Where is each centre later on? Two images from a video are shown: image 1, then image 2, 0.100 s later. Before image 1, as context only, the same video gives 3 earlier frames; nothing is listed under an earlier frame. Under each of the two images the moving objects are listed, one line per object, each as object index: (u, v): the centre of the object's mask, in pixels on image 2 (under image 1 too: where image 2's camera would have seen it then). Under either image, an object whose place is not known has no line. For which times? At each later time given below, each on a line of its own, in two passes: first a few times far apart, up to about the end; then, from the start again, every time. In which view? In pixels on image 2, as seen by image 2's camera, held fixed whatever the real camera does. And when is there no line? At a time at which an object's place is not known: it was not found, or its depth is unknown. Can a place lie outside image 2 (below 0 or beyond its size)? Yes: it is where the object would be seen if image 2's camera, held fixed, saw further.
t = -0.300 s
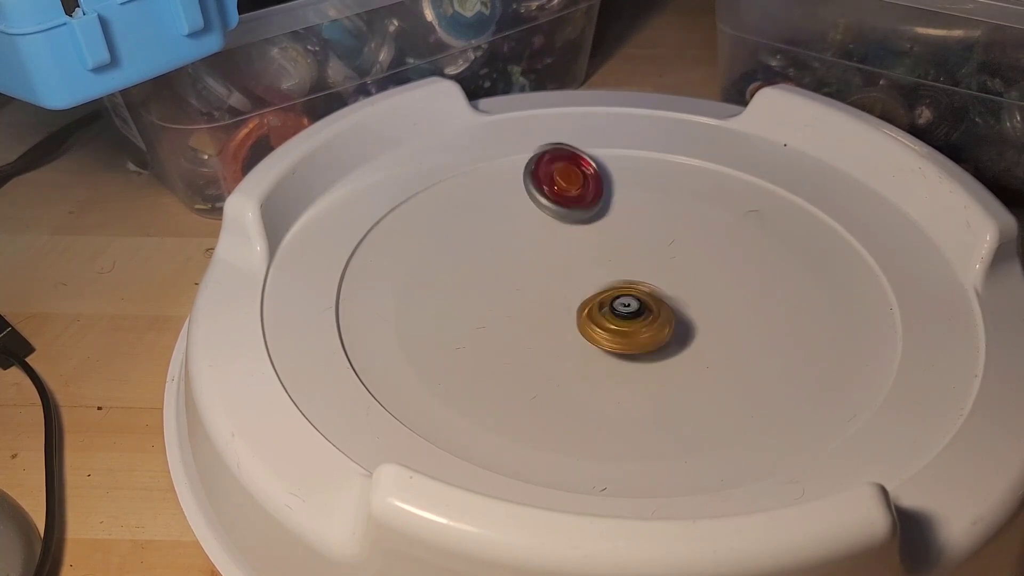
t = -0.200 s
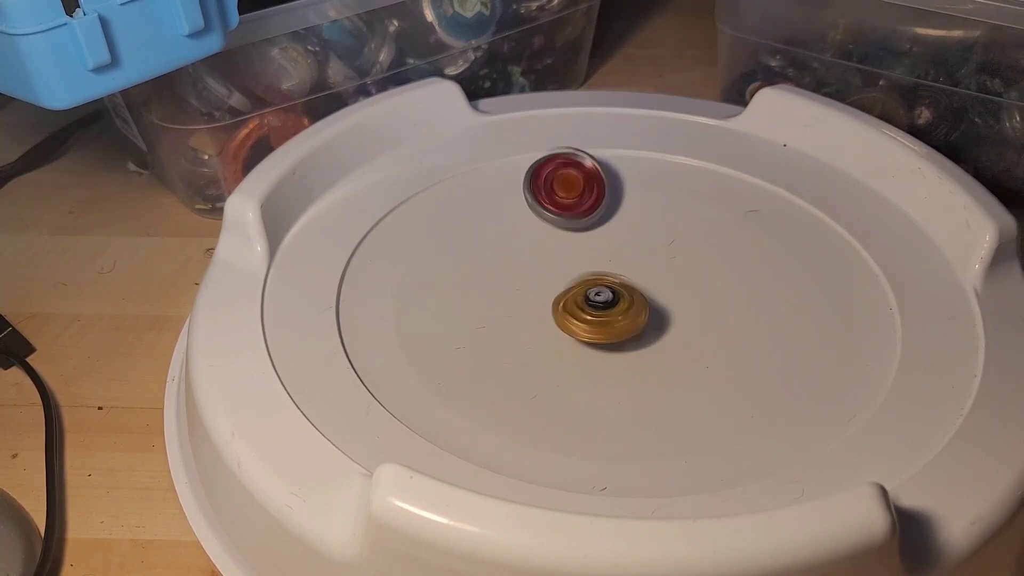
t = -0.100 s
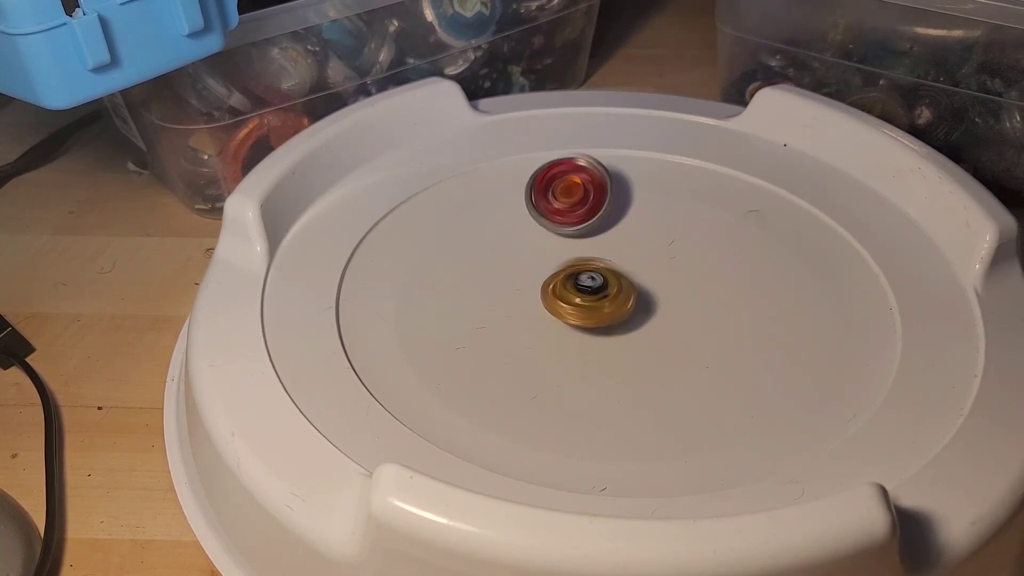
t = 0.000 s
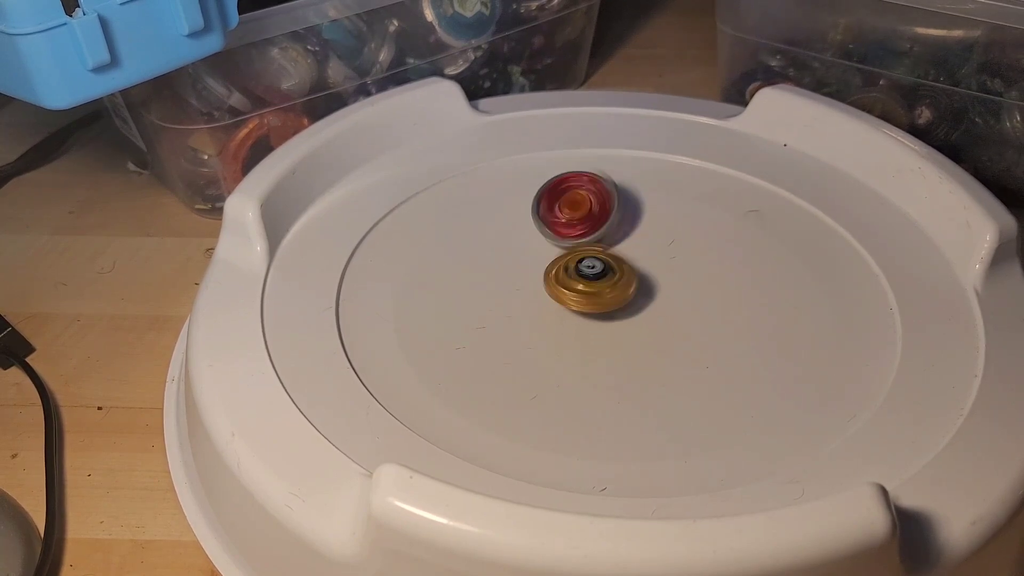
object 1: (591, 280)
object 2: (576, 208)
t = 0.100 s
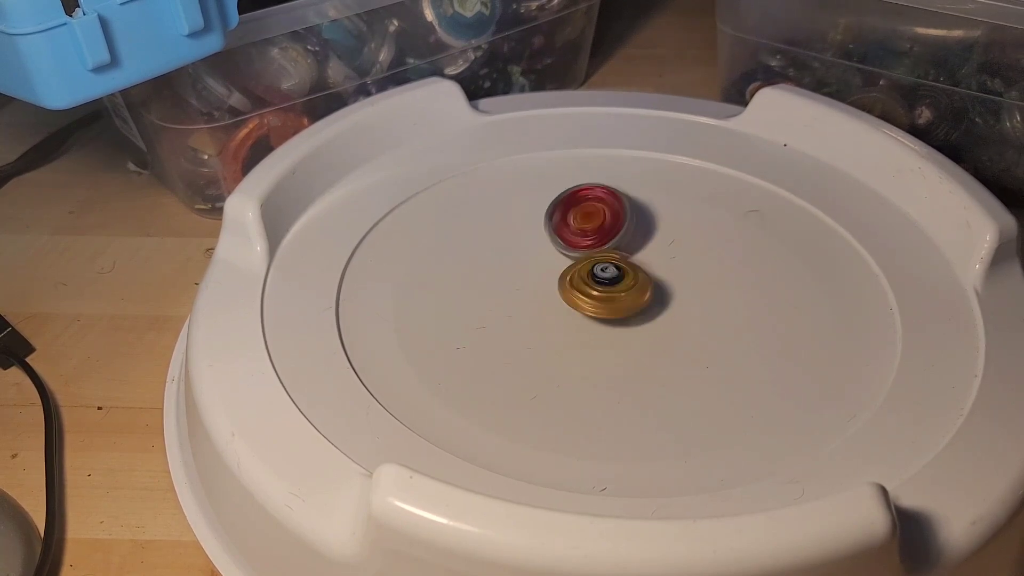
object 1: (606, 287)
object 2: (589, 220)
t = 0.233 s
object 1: (621, 310)
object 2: (599, 240)
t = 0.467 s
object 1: (588, 350)
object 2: (629, 288)
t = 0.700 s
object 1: (553, 325)
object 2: (650, 330)
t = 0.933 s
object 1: (576, 277)
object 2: (619, 342)
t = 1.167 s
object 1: (633, 257)
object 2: (576, 330)
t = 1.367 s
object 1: (662, 283)
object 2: (545, 297)
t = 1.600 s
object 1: (623, 323)
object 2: (553, 269)
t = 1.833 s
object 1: (553, 323)
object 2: (602, 265)
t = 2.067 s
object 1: (557, 289)
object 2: (661, 281)
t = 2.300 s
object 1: (582, 280)
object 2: (691, 312)
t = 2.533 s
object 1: (571, 277)
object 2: (652, 317)
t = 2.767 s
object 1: (560, 283)
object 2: (651, 317)
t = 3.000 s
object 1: (557, 292)
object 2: (652, 322)
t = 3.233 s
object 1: (551, 293)
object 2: (662, 319)
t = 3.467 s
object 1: (565, 299)
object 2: (677, 297)
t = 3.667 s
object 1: (578, 307)
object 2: (690, 288)
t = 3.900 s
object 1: (604, 315)
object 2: (692, 287)
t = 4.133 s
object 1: (605, 327)
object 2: (661, 281)
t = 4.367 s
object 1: (597, 320)
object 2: (644, 263)
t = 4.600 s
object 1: (604, 315)
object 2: (647, 254)
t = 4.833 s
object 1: (602, 317)
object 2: (653, 267)
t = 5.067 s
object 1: (592, 323)
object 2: (670, 284)
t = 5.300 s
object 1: (600, 317)
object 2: (662, 277)
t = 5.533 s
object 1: (584, 309)
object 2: (660, 280)
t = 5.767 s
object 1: (572, 301)
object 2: (660, 284)
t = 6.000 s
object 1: (580, 303)
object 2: (663, 285)
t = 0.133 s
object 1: (613, 292)
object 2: (592, 224)
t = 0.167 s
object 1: (616, 298)
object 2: (594, 228)
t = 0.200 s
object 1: (619, 303)
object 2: (595, 233)
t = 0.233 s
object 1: (621, 310)
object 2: (599, 240)
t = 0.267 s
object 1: (619, 315)
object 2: (603, 248)
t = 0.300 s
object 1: (617, 323)
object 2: (608, 256)
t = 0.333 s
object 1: (614, 333)
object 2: (614, 262)
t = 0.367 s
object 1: (608, 340)
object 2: (617, 267)
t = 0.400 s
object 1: (603, 344)
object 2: (620, 273)
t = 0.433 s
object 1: (595, 348)
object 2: (624, 280)
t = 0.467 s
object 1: (588, 350)
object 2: (629, 288)
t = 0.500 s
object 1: (578, 351)
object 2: (636, 299)
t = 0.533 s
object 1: (566, 350)
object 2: (642, 307)
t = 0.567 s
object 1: (561, 348)
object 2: (650, 315)
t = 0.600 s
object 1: (554, 343)
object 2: (651, 320)
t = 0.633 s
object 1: (554, 337)
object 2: (651, 324)
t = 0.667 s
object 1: (552, 331)
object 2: (649, 327)
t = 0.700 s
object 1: (553, 325)
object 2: (650, 330)
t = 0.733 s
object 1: (553, 317)
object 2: (647, 332)
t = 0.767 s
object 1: (554, 311)
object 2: (644, 333)
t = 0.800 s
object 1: (558, 304)
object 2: (639, 336)
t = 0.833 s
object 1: (560, 297)
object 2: (634, 338)
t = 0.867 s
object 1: (565, 290)
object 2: (628, 342)
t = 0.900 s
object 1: (568, 283)
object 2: (624, 342)
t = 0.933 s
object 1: (576, 277)
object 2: (619, 342)
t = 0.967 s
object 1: (580, 271)
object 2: (613, 346)
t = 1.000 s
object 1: (589, 267)
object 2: (606, 344)
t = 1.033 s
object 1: (596, 262)
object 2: (599, 343)
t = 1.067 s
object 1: (604, 259)
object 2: (596, 342)
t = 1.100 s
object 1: (613, 257)
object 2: (589, 338)
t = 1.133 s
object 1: (622, 256)
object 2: (581, 333)
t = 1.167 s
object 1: (633, 257)
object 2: (576, 330)
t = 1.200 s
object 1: (640, 258)
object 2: (572, 326)
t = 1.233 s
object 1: (650, 261)
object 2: (565, 320)
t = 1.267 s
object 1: (654, 265)
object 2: (558, 314)
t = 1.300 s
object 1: (659, 271)
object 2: (555, 309)
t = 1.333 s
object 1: (661, 277)
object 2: (550, 302)
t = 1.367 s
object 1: (662, 283)
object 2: (545, 297)
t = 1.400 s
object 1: (660, 290)
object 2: (545, 292)
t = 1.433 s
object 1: (658, 296)
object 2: (542, 286)
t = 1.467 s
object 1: (652, 303)
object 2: (541, 282)
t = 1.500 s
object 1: (647, 308)
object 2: (546, 280)
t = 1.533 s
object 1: (639, 314)
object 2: (549, 275)
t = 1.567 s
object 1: (632, 318)
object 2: (548, 271)
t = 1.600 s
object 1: (623, 323)
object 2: (553, 269)
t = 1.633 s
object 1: (613, 325)
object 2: (556, 266)
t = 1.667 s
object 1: (603, 328)
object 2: (562, 264)
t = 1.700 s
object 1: (592, 329)
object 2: (567, 262)
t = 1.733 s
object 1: (582, 330)
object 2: (573, 262)
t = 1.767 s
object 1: (571, 328)
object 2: (582, 261)
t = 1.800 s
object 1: (561, 326)
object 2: (591, 263)
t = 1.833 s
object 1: (553, 323)
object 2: (602, 265)
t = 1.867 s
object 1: (546, 318)
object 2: (611, 266)
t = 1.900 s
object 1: (542, 312)
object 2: (619, 268)
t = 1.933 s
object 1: (540, 308)
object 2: (629, 269)
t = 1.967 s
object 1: (542, 301)
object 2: (637, 272)
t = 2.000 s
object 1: (544, 297)
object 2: (647, 274)
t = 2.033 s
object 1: (551, 292)
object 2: (653, 278)
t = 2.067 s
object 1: (557, 289)
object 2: (661, 281)
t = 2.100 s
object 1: (567, 286)
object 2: (666, 285)
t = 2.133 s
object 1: (572, 284)
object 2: (672, 290)
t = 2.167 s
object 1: (578, 281)
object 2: (679, 293)
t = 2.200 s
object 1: (585, 282)
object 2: (678, 299)
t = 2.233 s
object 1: (589, 282)
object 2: (683, 303)
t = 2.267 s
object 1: (590, 282)
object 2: (683, 308)
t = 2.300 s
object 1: (582, 280)
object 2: (691, 312)
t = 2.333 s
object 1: (580, 279)
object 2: (692, 312)
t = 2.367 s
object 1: (576, 277)
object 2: (689, 315)
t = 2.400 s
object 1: (574, 276)
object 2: (684, 312)
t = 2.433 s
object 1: (574, 276)
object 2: (676, 317)
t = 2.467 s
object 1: (572, 276)
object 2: (668, 316)
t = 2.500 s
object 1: (572, 277)
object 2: (656, 317)
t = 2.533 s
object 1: (571, 277)
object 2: (652, 317)
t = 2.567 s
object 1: (568, 277)
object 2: (650, 317)
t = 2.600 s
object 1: (565, 278)
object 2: (651, 322)
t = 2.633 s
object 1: (565, 279)
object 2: (652, 319)
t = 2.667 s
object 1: (564, 280)
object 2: (651, 318)
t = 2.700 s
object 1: (562, 281)
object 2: (652, 317)
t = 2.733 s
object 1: (562, 283)
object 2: (656, 318)
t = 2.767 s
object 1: (560, 283)
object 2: (651, 317)
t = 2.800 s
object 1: (561, 284)
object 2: (652, 319)
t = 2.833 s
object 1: (560, 286)
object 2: (650, 321)
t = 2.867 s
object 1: (560, 288)
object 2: (655, 322)
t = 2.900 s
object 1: (557, 287)
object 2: (655, 323)
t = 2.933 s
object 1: (555, 289)
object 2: (653, 324)
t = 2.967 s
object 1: (556, 290)
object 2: (654, 323)
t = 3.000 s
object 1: (557, 292)
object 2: (652, 322)
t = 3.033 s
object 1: (558, 294)
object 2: (650, 320)
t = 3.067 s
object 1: (558, 295)
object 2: (653, 321)
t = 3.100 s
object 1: (556, 296)
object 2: (660, 321)
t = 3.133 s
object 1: (553, 296)
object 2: (658, 322)
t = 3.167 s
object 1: (551, 295)
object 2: (662, 321)
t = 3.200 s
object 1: (550, 294)
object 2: (663, 320)
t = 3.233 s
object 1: (551, 293)
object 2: (662, 319)
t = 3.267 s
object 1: (553, 294)
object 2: (659, 315)
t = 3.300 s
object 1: (557, 294)
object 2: (661, 314)
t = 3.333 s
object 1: (562, 296)
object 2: (661, 312)
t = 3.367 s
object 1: (563, 296)
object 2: (662, 309)
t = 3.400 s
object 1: (565, 297)
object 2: (665, 305)
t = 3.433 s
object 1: (567, 299)
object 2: (673, 298)
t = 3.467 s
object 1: (565, 299)
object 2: (677, 297)
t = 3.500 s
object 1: (565, 300)
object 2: (682, 293)
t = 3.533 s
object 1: (567, 301)
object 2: (685, 288)
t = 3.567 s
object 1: (569, 302)
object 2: (689, 287)
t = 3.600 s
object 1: (571, 303)
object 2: (693, 285)
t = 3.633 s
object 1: (574, 305)
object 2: (691, 287)
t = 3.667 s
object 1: (578, 307)
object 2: (690, 288)
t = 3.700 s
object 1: (581, 307)
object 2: (690, 288)
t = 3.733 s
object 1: (584, 309)
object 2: (691, 286)
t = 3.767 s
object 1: (589, 309)
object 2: (691, 288)
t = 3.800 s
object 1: (594, 311)
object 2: (691, 290)
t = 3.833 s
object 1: (600, 312)
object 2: (689, 290)
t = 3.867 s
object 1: (602, 313)
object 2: (689, 288)
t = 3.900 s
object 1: (604, 315)
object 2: (692, 287)
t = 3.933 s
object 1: (606, 319)
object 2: (691, 285)
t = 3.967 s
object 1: (608, 324)
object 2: (687, 280)
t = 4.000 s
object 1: (607, 323)
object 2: (684, 280)
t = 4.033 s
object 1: (606, 325)
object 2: (679, 277)
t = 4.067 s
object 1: (606, 326)
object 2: (672, 276)
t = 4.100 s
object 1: (606, 326)
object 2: (666, 281)
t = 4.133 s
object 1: (605, 327)
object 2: (661, 281)
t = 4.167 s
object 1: (604, 327)
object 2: (659, 278)
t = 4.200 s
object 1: (603, 326)
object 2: (656, 278)
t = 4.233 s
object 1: (600, 327)
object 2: (654, 277)
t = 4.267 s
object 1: (598, 326)
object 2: (651, 272)
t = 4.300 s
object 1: (597, 325)
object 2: (647, 268)
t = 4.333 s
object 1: (597, 323)
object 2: (643, 265)
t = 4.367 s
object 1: (597, 320)
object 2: (644, 263)
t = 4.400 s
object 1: (600, 317)
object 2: (643, 261)
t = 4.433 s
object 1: (603, 315)
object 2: (644, 261)
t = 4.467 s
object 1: (603, 316)
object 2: (647, 258)
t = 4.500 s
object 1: (603, 316)
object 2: (647, 255)
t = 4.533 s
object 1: (603, 316)
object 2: (646, 253)
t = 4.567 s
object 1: (603, 315)
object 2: (646, 252)
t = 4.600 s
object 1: (604, 315)
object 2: (647, 254)
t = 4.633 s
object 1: (606, 314)
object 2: (648, 254)
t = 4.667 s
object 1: (607, 313)
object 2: (647, 255)
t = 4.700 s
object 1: (607, 313)
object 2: (646, 256)
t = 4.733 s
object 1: (609, 312)
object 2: (647, 256)
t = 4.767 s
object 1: (608, 314)
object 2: (649, 258)
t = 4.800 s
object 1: (606, 315)
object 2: (652, 261)
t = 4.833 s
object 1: (602, 317)
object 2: (653, 267)
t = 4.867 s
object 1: (599, 320)
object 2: (656, 271)
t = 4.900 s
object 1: (598, 321)
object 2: (661, 276)
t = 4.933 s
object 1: (597, 322)
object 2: (664, 280)
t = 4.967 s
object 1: (595, 324)
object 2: (668, 282)
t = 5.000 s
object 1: (594, 326)
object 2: (670, 283)
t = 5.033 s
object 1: (594, 323)
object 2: (670, 285)
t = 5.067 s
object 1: (592, 323)
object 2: (670, 284)
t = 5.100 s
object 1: (592, 324)
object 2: (668, 284)
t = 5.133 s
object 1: (596, 322)
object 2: (664, 282)
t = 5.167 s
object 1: (597, 321)
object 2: (664, 282)
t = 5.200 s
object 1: (597, 320)
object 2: (664, 280)
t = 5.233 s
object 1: (601, 320)
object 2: (664, 278)
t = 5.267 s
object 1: (602, 317)
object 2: (663, 277)
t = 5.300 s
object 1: (600, 317)
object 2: (662, 277)
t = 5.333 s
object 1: (600, 317)
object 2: (663, 274)
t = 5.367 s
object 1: (602, 317)
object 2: (663, 273)
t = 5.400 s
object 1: (600, 316)
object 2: (662, 273)
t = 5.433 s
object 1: (594, 313)
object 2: (660, 276)
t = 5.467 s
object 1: (591, 312)
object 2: (660, 277)
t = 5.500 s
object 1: (589, 311)
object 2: (661, 278)
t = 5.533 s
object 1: (584, 309)
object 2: (660, 280)
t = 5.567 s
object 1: (583, 307)
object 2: (661, 281)
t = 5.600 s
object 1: (581, 307)
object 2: (661, 282)
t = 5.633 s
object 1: (578, 304)
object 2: (662, 283)
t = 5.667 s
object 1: (577, 302)
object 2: (662, 284)
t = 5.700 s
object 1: (577, 302)
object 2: (662, 284)
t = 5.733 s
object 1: (572, 301)
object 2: (659, 284)
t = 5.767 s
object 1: (572, 301)
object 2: (660, 284)
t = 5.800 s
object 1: (570, 300)
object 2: (659, 285)
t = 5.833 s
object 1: (572, 299)
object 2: (661, 285)
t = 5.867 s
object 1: (574, 299)
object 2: (660, 285)
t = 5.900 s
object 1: (574, 300)
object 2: (660, 284)
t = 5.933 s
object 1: (576, 301)
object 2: (661, 284)
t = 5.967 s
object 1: (578, 302)
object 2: (661, 284)
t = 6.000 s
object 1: (580, 303)
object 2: (663, 285)
